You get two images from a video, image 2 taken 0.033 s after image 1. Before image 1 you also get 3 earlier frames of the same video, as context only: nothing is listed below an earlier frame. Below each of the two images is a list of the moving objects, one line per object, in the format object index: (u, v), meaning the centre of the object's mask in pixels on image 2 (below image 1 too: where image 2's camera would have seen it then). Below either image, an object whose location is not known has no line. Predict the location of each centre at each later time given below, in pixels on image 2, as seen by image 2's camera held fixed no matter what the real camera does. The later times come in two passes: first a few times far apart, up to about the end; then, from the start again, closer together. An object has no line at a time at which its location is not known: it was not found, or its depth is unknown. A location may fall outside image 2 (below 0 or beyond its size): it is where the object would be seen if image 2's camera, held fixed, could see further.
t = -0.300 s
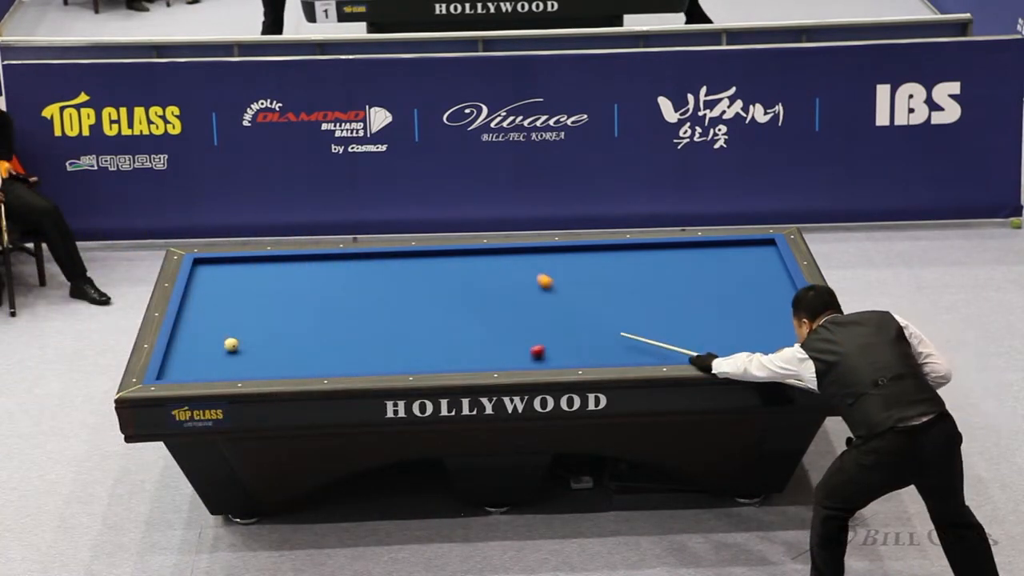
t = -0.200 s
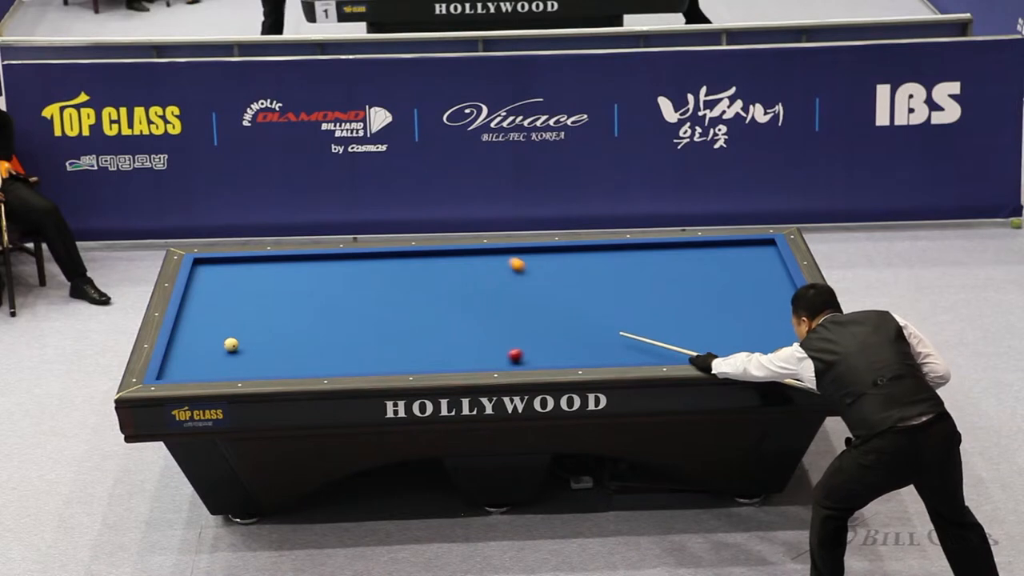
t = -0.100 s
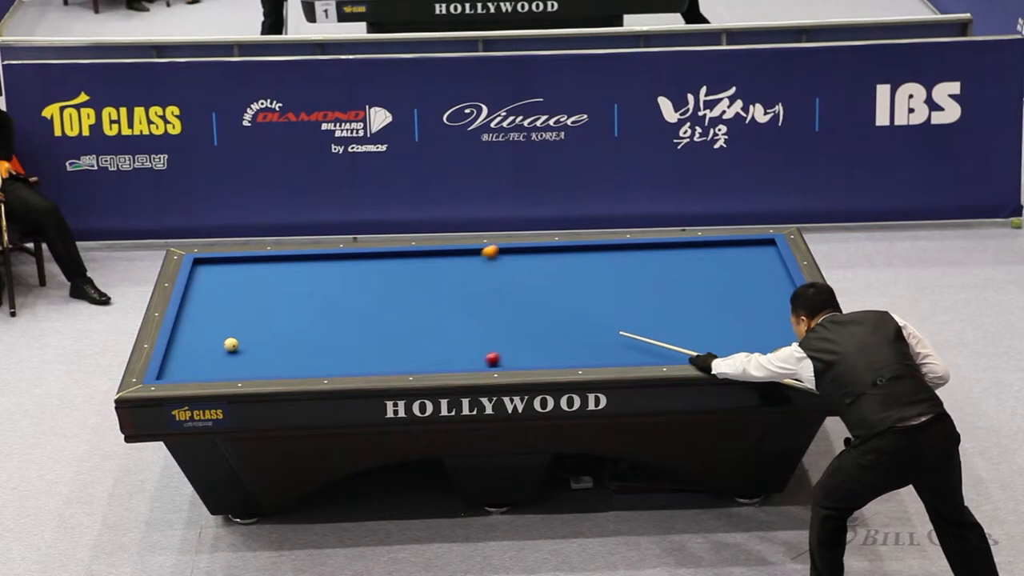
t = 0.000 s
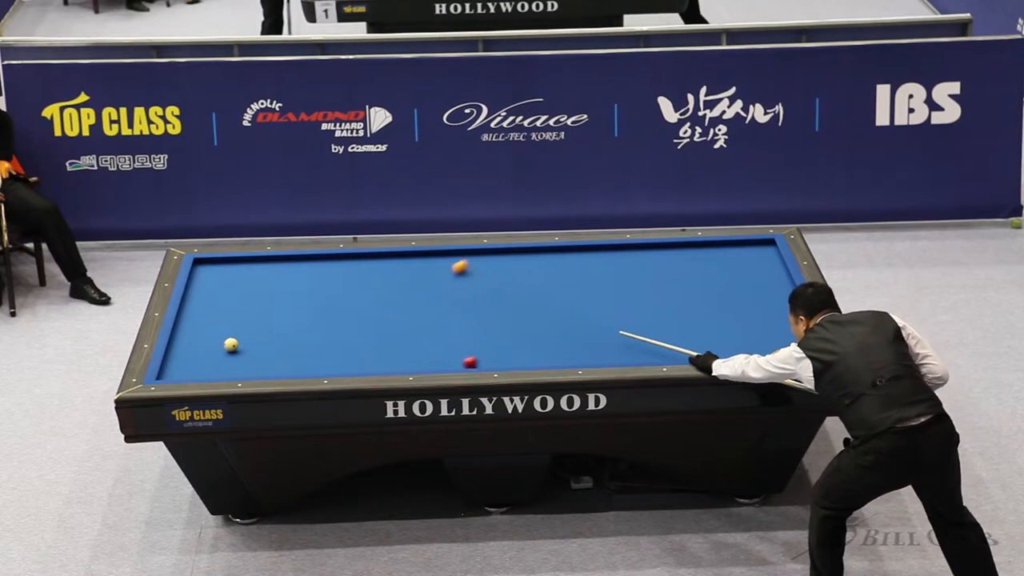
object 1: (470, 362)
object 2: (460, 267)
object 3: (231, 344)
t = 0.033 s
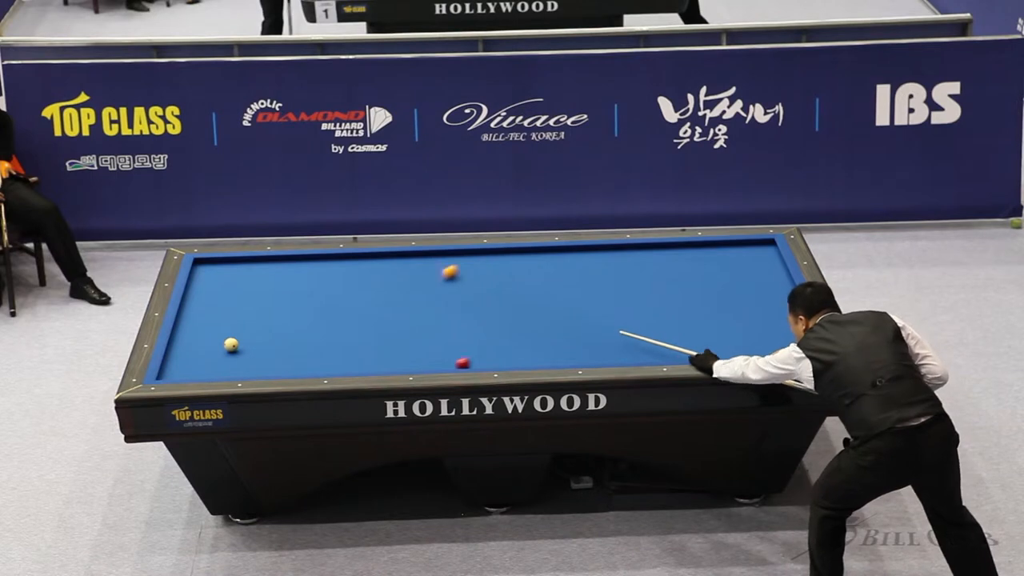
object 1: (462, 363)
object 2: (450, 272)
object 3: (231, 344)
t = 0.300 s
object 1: (408, 365)
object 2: (367, 308)
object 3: (231, 344)
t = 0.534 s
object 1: (363, 365)
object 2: (292, 336)
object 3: (231, 344)
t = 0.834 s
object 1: (307, 363)
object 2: (187, 374)
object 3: (231, 344)
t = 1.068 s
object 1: (264, 361)
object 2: (186, 362)
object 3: (231, 344)
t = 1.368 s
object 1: (210, 359)
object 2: (220, 350)
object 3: (232, 344)
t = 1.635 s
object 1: (174, 356)
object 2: (232, 349)
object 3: (243, 337)
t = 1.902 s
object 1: (205, 351)
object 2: (243, 349)
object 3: (254, 330)
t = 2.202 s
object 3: (266, 323)
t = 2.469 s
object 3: (275, 317)
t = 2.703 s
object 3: (284, 312)
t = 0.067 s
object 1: (455, 364)
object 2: (440, 277)
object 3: (231, 344)
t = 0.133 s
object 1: (440, 365)
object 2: (419, 286)
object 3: (231, 344)
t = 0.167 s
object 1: (433, 365)
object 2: (409, 291)
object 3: (231, 344)
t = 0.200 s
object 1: (427, 365)
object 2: (399, 295)
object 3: (231, 344)
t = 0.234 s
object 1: (421, 365)
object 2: (388, 299)
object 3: (231, 344)
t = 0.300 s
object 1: (408, 365)
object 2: (367, 308)
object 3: (231, 344)
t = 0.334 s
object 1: (401, 365)
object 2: (357, 312)
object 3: (231, 344)
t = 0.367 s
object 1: (395, 365)
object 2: (346, 316)
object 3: (231, 344)
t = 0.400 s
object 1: (389, 365)
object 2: (335, 320)
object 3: (231, 344)
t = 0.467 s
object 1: (376, 365)
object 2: (314, 328)
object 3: (231, 344)
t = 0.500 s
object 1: (369, 365)
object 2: (303, 332)
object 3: (231, 344)
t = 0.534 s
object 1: (363, 365)
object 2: (292, 336)
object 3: (231, 344)
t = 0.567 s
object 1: (357, 364)
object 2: (281, 340)
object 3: (231, 344)
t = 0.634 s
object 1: (344, 364)
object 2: (258, 349)
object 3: (231, 344)
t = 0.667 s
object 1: (338, 364)
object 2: (247, 353)
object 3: (231, 344)
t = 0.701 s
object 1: (332, 364)
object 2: (235, 358)
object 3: (231, 344)
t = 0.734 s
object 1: (326, 363)
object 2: (223, 362)
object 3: (231, 344)
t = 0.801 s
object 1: (313, 363)
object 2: (199, 371)
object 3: (231, 344)
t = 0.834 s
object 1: (307, 363)
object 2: (187, 374)
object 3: (231, 344)
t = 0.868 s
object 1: (301, 362)
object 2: (178, 374)
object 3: (231, 344)
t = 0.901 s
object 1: (295, 362)
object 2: (172, 372)
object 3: (231, 344)
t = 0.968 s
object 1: (282, 362)
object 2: (169, 368)
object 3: (231, 344)
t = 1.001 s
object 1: (276, 361)
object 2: (175, 366)
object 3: (231, 344)
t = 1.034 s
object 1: (270, 361)
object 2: (181, 364)
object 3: (231, 344)
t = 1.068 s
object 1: (264, 361)
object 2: (186, 362)
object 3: (231, 344)
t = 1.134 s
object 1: (252, 360)
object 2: (195, 359)
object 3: (231, 344)
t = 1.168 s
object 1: (246, 360)
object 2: (199, 357)
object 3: (231, 344)
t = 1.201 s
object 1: (240, 360)
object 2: (202, 356)
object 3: (231, 344)
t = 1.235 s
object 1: (234, 359)
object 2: (206, 355)
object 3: (231, 344)
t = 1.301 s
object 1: (222, 359)
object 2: (212, 352)
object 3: (231, 344)
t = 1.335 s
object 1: (216, 359)
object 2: (216, 349)
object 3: (231, 344)
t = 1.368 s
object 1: (210, 359)
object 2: (220, 350)
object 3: (232, 344)
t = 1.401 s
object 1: (204, 358)
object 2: (222, 350)
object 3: (233, 343)
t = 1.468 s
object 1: (192, 358)
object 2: (225, 350)
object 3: (236, 341)
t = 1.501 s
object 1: (186, 358)
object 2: (226, 350)
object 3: (238, 340)
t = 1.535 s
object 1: (181, 358)
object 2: (228, 350)
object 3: (239, 339)
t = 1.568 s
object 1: (174, 357)
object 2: (229, 349)
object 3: (240, 338)
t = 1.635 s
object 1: (174, 356)
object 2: (232, 349)
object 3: (243, 337)
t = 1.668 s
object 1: (179, 356)
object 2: (234, 349)
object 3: (245, 336)
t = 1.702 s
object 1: (184, 355)
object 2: (235, 349)
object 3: (246, 335)
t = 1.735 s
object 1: (187, 354)
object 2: (236, 349)
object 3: (247, 334)
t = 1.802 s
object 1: (195, 353)
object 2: (239, 349)
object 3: (250, 333)
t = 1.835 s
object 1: (198, 352)
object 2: (240, 349)
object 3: (251, 332)
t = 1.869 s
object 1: (202, 351)
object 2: (242, 349)
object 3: (253, 331)
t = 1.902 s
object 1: (205, 351)
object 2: (243, 349)
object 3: (254, 330)
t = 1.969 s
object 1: (212, 350)
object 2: (246, 349)
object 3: (257, 328)
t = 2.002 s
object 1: (215, 349)
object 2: (247, 349)
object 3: (258, 328)
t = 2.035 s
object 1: (219, 348)
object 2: (248, 349)
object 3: (259, 327)
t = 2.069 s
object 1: (222, 347)
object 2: (250, 349)
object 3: (261, 326)
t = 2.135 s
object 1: (229, 346)
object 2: (252, 349)
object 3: (263, 325)
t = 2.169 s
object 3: (265, 324)
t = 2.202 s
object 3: (266, 323)
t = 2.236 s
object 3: (267, 322)
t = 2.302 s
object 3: (269, 321)
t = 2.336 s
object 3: (271, 320)
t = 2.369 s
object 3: (272, 319)
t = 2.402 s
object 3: (273, 318)
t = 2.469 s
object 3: (275, 317)
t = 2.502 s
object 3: (276, 316)
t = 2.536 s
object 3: (277, 316)
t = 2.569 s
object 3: (279, 315)
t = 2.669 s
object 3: (282, 313)
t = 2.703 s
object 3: (284, 312)
